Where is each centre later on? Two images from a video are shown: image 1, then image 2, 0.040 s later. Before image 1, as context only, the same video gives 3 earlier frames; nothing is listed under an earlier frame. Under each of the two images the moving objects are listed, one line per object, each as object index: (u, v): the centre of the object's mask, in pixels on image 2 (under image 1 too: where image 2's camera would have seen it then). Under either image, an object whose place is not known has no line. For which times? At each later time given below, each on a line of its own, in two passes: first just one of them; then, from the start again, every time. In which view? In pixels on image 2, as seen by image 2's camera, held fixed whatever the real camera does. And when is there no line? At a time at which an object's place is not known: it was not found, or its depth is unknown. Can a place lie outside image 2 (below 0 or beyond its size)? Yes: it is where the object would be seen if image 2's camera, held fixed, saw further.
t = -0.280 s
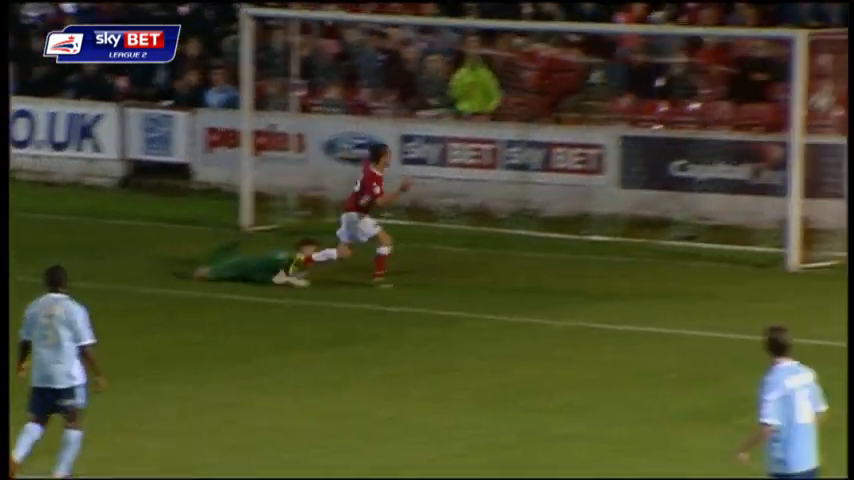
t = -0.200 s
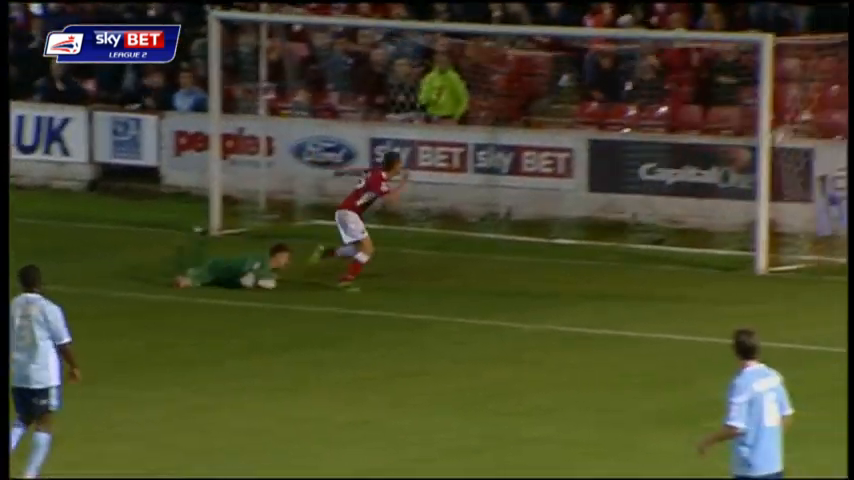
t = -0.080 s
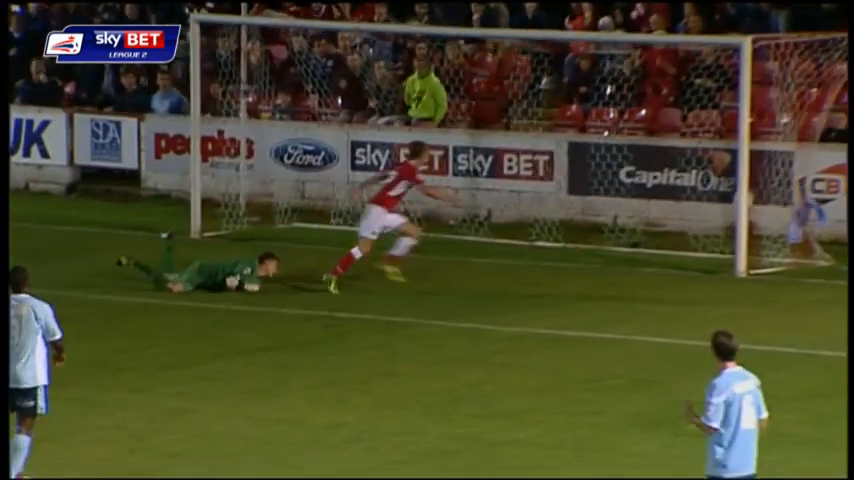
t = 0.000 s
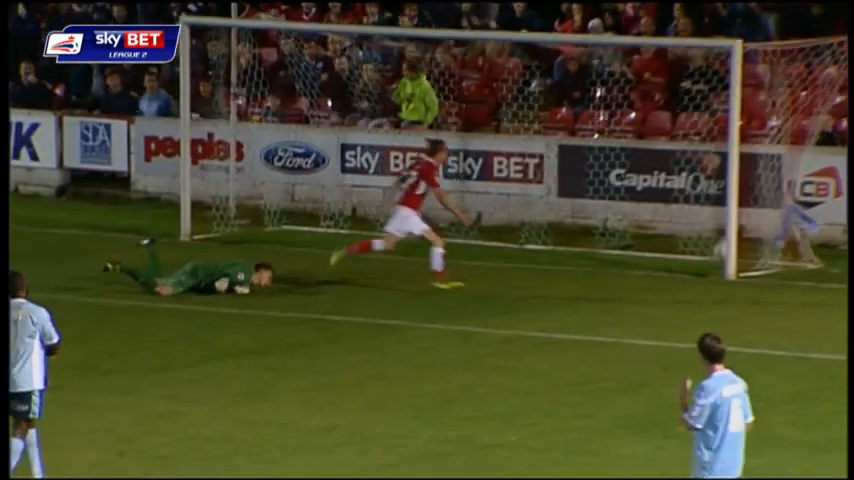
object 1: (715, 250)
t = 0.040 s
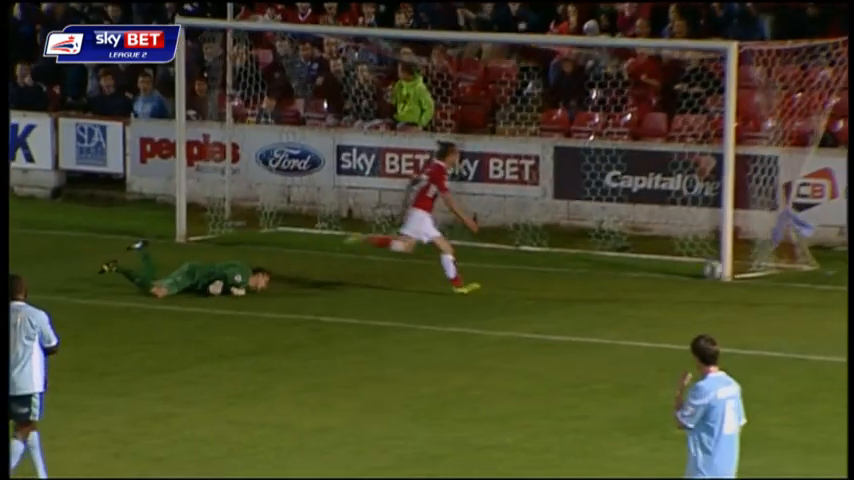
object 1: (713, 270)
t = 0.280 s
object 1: (692, 257)
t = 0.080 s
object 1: (709, 265)
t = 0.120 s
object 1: (708, 260)
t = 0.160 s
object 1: (703, 257)
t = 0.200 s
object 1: (699, 255)
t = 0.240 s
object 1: (695, 256)
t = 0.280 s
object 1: (692, 257)
